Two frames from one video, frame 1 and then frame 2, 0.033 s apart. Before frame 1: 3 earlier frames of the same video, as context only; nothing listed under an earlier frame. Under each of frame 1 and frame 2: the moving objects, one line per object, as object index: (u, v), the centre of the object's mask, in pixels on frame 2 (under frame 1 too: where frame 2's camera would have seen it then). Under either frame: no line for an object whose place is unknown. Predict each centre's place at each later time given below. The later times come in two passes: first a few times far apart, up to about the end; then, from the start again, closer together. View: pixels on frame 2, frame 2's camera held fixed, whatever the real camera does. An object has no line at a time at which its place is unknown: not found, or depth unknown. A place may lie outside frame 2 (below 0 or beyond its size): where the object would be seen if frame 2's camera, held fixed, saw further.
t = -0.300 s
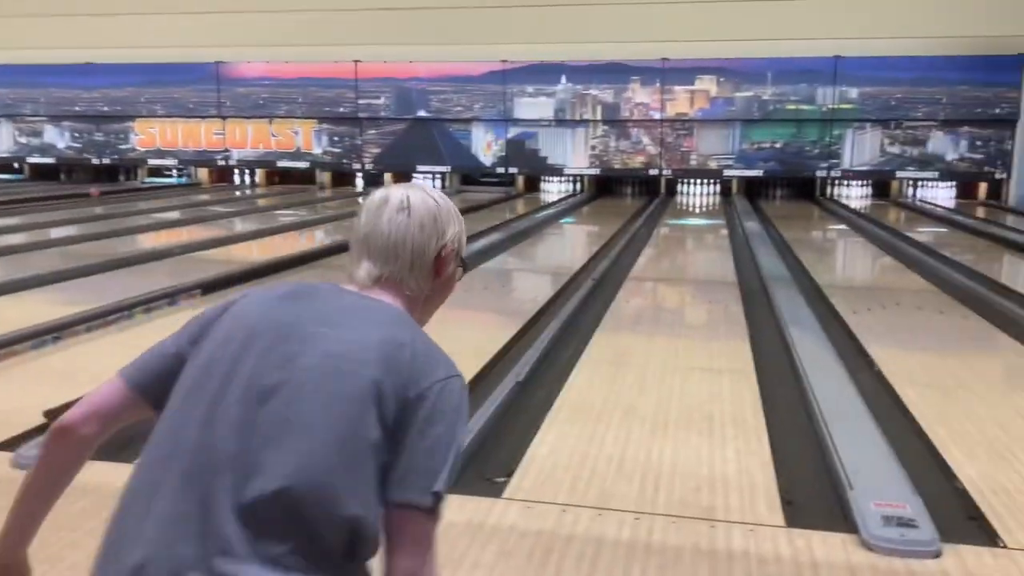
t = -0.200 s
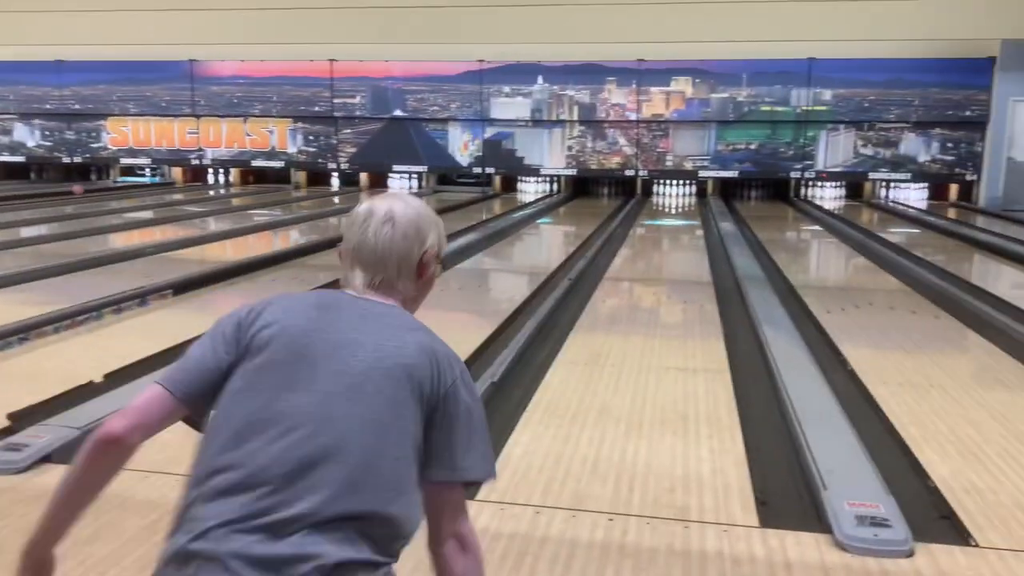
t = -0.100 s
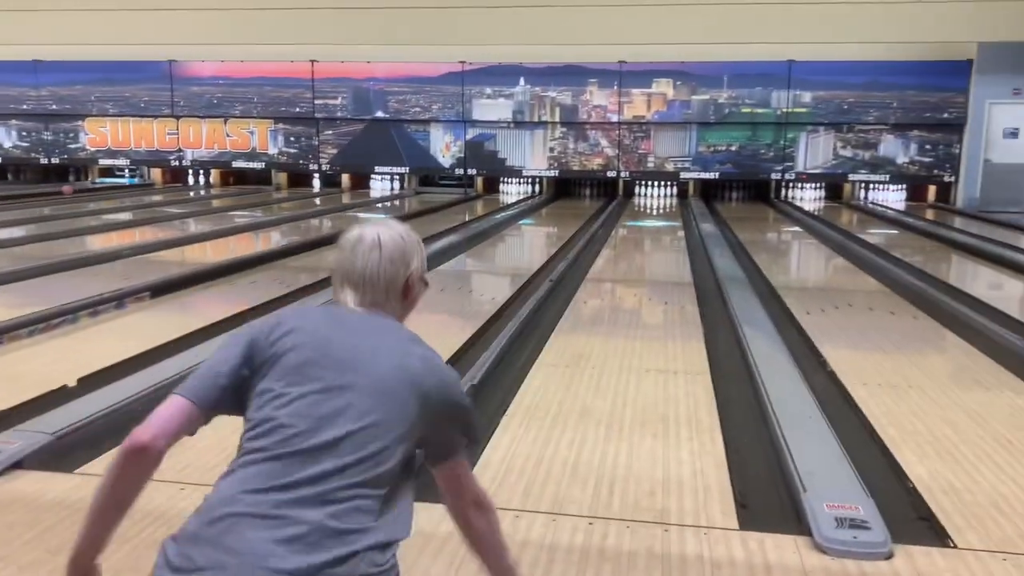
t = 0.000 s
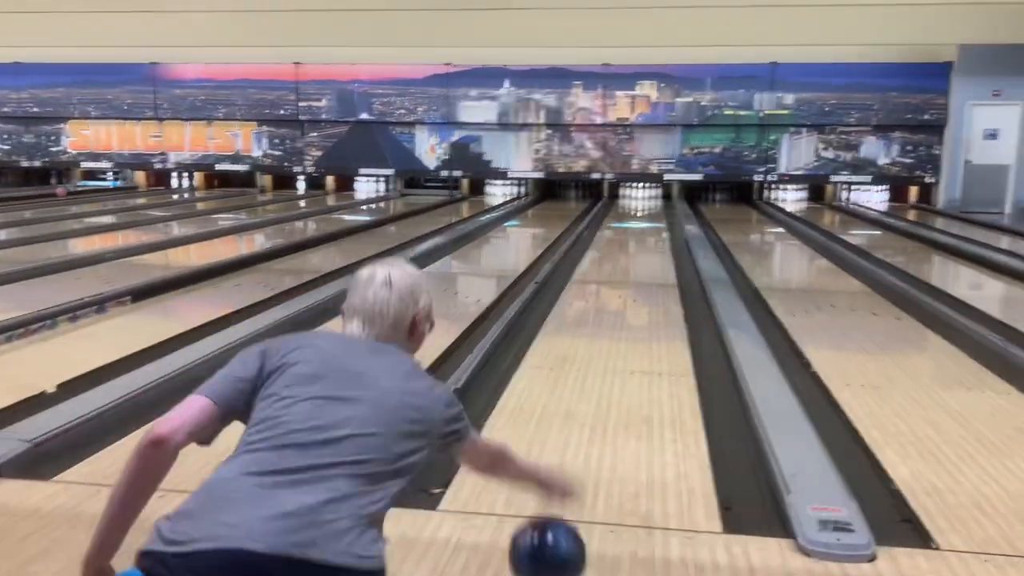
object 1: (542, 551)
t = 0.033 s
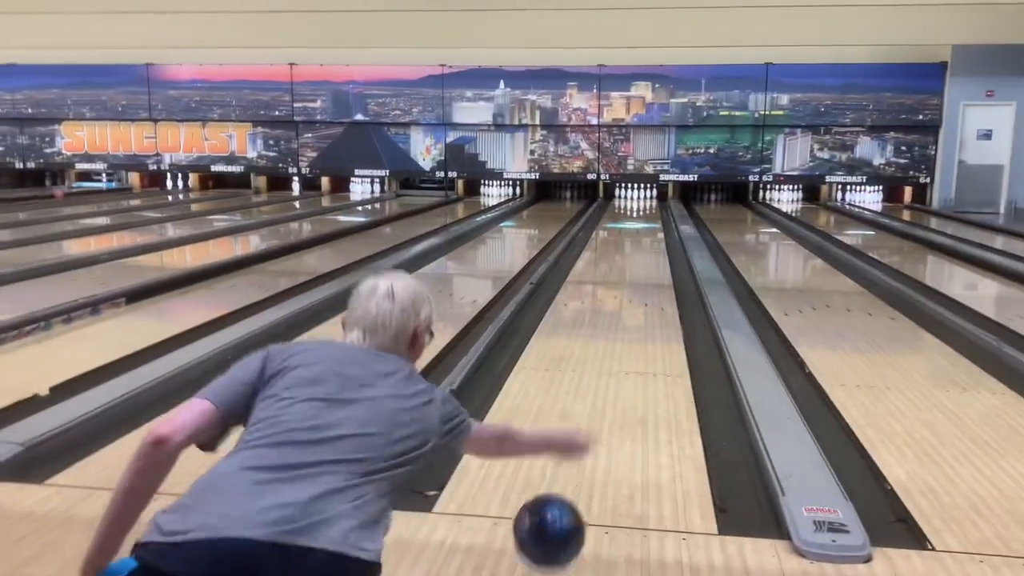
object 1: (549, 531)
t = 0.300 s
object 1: (579, 414)
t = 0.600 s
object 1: (595, 335)
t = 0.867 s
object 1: (603, 295)
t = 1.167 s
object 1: (610, 268)
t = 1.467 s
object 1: (614, 248)
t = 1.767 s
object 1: (618, 233)
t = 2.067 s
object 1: (620, 223)
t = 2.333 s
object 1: (621, 216)
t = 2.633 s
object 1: (622, 208)
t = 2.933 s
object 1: (623, 202)
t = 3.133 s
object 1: (622, 199)
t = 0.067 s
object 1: (554, 512)
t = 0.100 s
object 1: (559, 498)
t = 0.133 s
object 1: (564, 489)
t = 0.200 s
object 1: (573, 447)
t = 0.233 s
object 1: (574, 436)
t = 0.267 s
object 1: (577, 423)
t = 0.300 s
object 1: (579, 414)
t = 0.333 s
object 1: (582, 400)
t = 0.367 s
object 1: (584, 389)
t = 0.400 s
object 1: (586, 381)
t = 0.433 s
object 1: (588, 372)
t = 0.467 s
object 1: (589, 364)
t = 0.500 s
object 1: (591, 356)
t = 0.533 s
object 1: (592, 349)
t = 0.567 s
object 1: (594, 341)
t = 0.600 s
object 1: (595, 335)
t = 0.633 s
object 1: (596, 329)
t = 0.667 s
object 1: (597, 323)
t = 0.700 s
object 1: (599, 318)
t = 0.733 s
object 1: (599, 313)
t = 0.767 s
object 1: (600, 308)
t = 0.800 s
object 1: (602, 304)
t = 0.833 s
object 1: (603, 299)
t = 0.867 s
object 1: (603, 295)
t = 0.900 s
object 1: (604, 291)
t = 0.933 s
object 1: (605, 288)
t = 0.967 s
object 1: (606, 285)
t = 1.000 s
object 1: (607, 282)
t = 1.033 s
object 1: (607, 278)
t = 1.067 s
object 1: (608, 276)
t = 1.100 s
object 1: (609, 273)
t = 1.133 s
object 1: (609, 270)
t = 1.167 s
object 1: (610, 268)
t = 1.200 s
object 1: (610, 266)
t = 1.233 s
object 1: (611, 263)
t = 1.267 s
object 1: (611, 261)
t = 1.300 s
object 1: (612, 258)
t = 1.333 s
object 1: (613, 256)
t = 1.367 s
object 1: (613, 254)
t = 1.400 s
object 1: (614, 252)
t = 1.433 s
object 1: (614, 250)
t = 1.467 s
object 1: (614, 248)
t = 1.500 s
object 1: (615, 246)
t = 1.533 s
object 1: (615, 245)
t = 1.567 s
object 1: (616, 243)
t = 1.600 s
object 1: (616, 241)
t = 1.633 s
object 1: (616, 239)
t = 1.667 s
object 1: (617, 238)
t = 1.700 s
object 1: (617, 235)
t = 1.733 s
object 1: (617, 235)
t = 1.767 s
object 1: (618, 233)
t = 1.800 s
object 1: (618, 233)
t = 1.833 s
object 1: (618, 231)
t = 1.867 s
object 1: (619, 230)
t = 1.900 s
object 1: (619, 229)
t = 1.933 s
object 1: (619, 228)
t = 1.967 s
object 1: (619, 227)
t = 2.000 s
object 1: (620, 225)
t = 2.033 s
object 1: (620, 224)
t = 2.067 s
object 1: (620, 223)
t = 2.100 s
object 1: (620, 222)
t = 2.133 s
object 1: (620, 221)
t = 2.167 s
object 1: (621, 220)
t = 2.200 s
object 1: (621, 219)
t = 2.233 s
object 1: (621, 219)
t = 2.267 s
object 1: (621, 217)
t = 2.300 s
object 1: (621, 216)
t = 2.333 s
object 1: (621, 216)
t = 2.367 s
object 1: (621, 214)
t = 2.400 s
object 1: (621, 214)
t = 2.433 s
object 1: (621, 212)
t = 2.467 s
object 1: (622, 212)
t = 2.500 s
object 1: (622, 210)
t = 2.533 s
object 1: (622, 210)
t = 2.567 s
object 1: (622, 210)
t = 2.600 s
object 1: (622, 209)
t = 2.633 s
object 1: (622, 208)
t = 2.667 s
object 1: (622, 207)
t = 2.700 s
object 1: (622, 206)
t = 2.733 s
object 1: (622, 205)
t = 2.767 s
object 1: (622, 205)
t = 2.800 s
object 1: (622, 205)
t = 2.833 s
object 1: (623, 204)
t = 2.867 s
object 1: (623, 203)
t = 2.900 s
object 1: (622, 203)
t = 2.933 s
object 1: (623, 202)
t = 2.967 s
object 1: (623, 202)
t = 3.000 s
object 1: (623, 202)
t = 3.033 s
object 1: (623, 200)
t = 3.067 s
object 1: (623, 200)
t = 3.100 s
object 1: (623, 200)
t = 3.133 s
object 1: (622, 199)
